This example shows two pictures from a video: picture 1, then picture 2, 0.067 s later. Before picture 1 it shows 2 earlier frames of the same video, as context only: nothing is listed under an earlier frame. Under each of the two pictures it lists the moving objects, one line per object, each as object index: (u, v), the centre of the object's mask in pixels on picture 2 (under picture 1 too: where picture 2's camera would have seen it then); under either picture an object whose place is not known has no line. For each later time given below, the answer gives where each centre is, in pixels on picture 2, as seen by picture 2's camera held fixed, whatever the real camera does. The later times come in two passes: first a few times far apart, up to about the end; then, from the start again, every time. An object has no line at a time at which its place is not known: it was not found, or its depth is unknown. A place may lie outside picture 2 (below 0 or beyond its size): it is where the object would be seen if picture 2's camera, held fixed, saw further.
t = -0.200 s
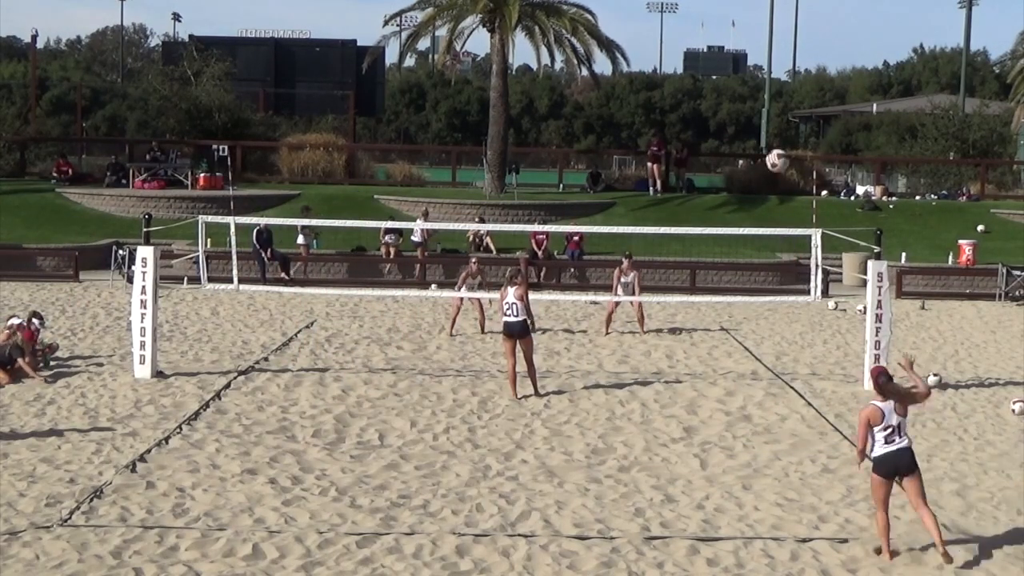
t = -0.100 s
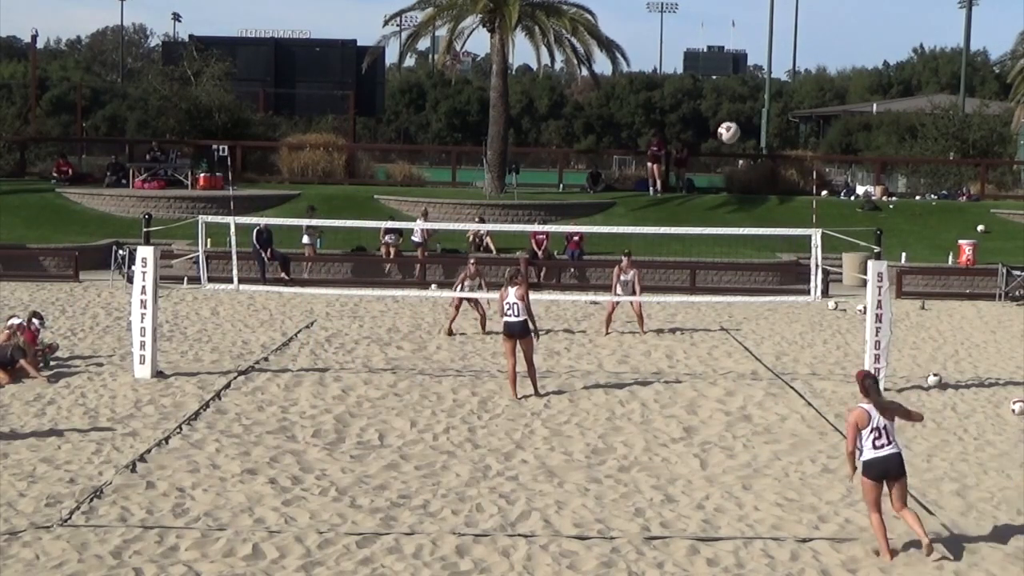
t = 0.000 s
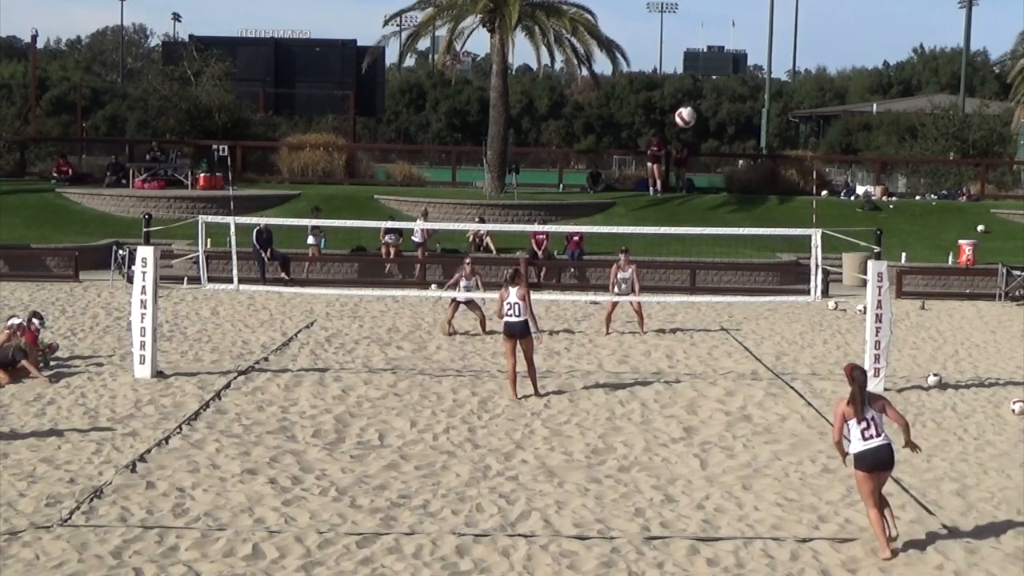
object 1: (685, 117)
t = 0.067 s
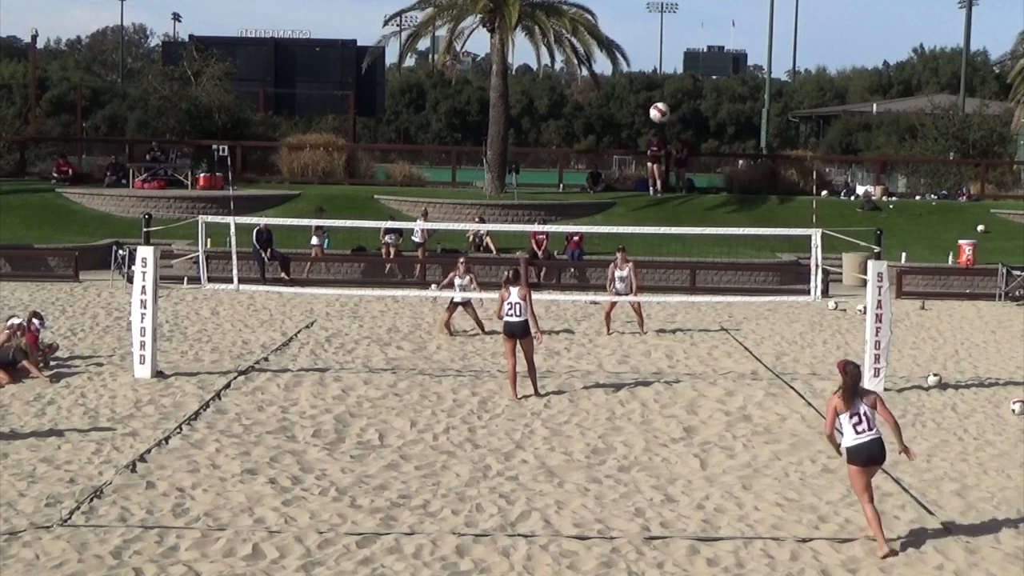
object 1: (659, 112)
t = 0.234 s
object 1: (602, 121)
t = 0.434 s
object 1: (547, 158)
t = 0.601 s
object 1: (506, 204)
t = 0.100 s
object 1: (647, 112)
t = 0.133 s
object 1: (636, 113)
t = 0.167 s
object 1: (623, 116)
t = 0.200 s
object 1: (613, 118)
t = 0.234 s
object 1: (602, 121)
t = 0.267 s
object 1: (592, 125)
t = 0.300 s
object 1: (582, 131)
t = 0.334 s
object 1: (573, 137)
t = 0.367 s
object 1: (564, 143)
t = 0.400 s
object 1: (555, 150)
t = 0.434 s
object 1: (547, 158)
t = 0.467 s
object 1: (538, 166)
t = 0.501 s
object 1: (529, 174)
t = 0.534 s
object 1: (522, 184)
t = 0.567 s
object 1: (515, 193)
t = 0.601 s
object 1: (506, 204)
